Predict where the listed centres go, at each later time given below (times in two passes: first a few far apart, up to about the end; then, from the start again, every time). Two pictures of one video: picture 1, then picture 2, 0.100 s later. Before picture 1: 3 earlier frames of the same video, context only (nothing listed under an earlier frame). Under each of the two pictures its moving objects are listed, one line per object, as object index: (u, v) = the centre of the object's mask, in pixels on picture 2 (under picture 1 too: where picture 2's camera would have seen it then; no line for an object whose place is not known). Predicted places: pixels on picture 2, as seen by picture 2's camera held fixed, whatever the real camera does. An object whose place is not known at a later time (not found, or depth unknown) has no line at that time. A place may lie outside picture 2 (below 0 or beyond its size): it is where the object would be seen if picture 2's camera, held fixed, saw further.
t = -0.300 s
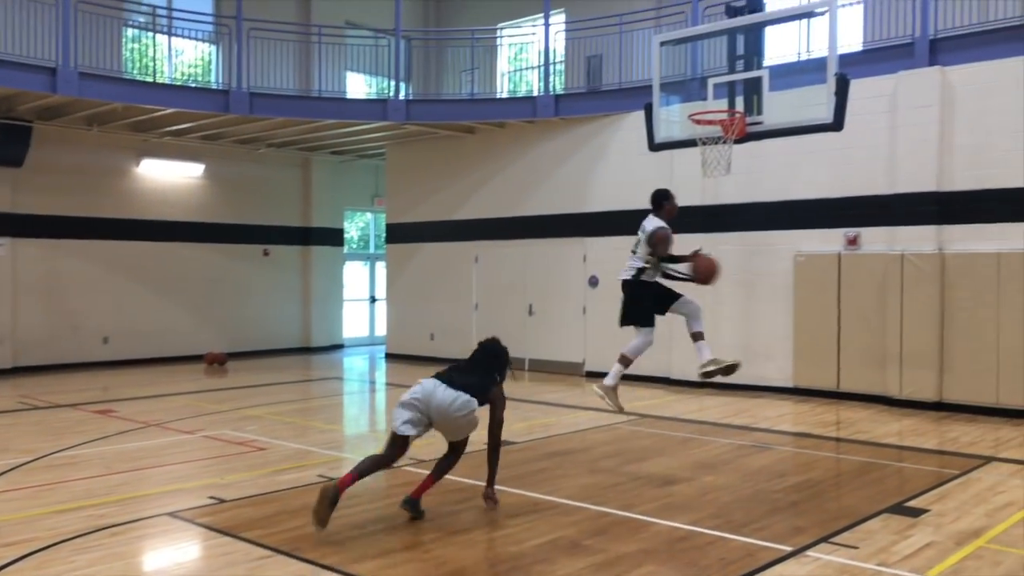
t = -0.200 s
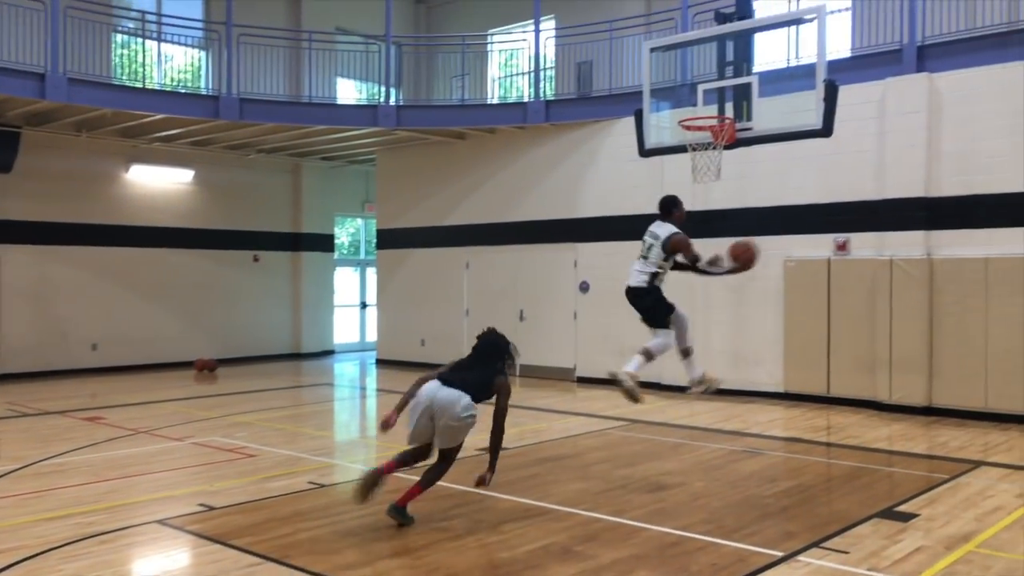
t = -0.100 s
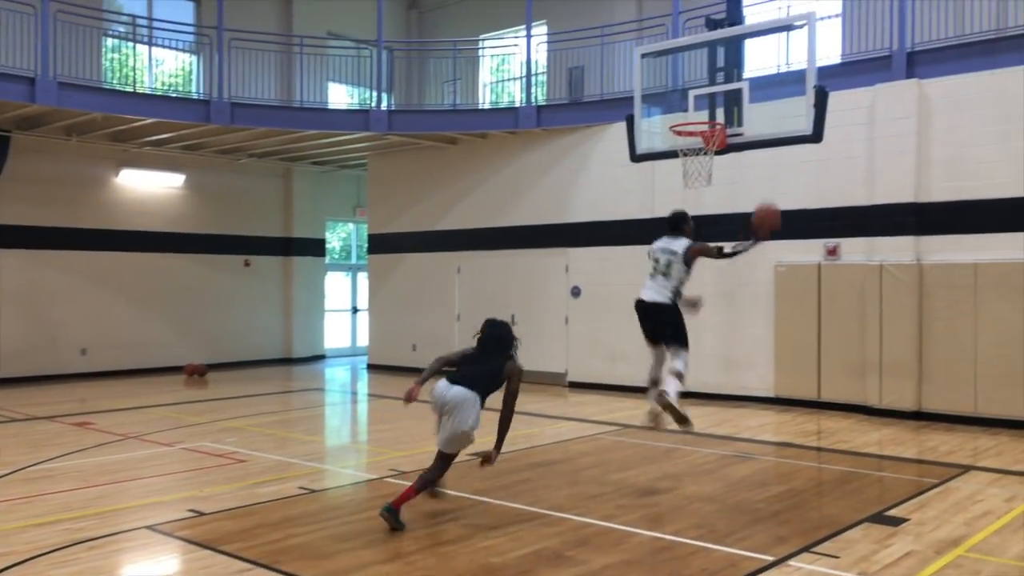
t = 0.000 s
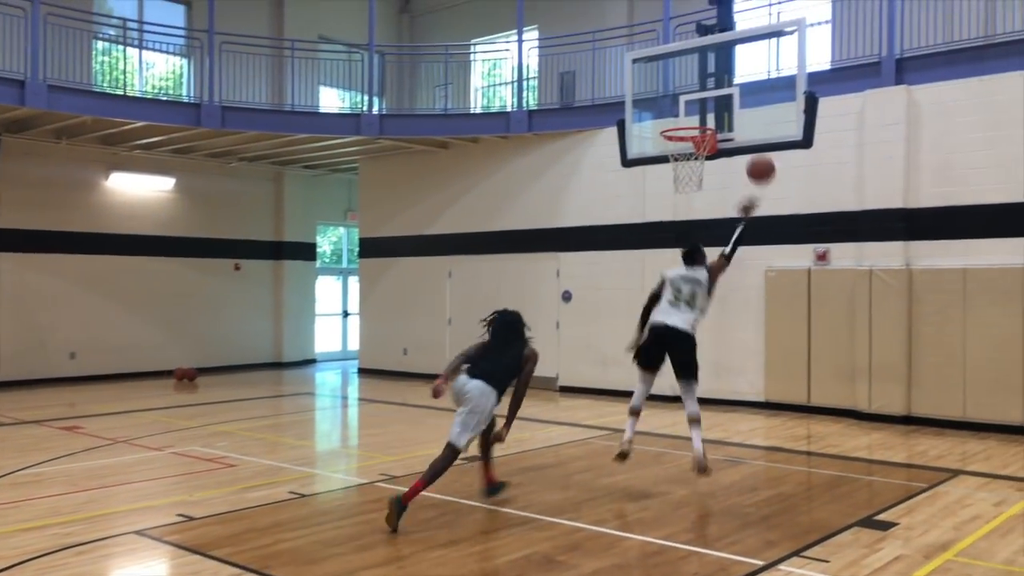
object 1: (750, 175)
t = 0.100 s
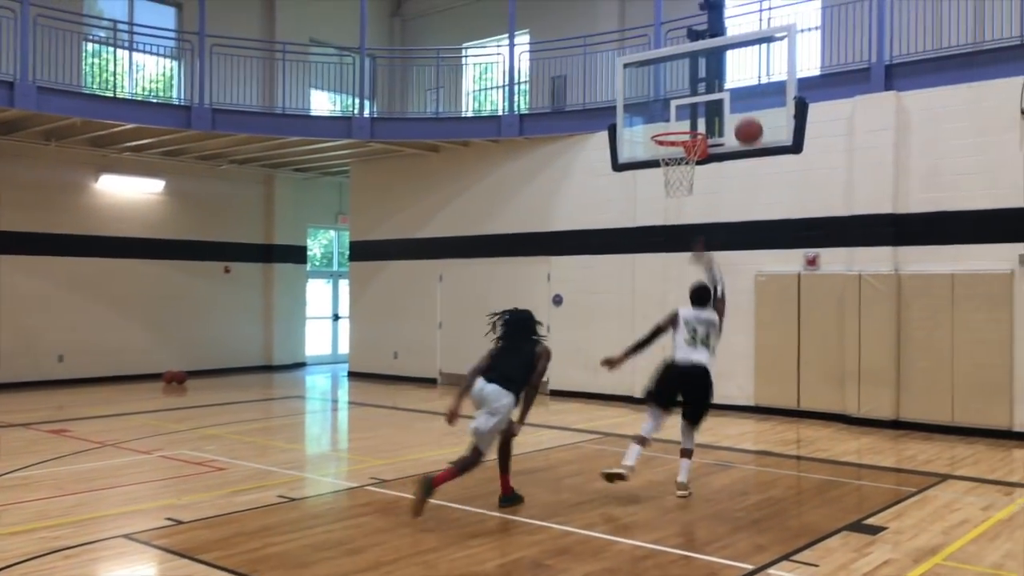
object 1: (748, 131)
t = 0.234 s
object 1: (746, 94)
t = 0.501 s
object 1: (714, 85)
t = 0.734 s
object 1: (694, 111)
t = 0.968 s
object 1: (694, 107)
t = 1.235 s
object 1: (671, 142)
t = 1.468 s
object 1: (658, 170)
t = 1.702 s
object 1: (669, 225)
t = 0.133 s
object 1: (748, 120)
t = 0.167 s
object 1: (747, 110)
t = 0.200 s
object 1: (746, 101)
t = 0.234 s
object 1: (746, 94)
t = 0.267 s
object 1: (743, 89)
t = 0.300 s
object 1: (739, 84)
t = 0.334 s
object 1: (734, 81)
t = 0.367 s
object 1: (730, 80)
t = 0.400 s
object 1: (726, 79)
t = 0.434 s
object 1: (721, 80)
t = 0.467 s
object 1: (717, 82)
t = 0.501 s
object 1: (714, 85)
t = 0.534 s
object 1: (711, 89)
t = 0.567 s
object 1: (706, 94)
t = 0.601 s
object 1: (701, 102)
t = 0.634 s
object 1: (698, 110)
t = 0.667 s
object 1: (694, 118)
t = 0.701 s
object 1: (694, 116)
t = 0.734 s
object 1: (694, 111)
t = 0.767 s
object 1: (694, 106)
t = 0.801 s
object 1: (694, 103)
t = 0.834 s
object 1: (694, 102)
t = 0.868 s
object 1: (694, 102)
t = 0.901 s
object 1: (694, 102)
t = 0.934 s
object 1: (694, 103)
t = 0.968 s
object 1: (694, 107)
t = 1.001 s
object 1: (694, 111)
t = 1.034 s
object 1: (694, 115)
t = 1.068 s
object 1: (694, 121)
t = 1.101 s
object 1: (691, 126)
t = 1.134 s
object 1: (686, 128)
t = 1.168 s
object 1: (682, 132)
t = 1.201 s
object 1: (677, 136)
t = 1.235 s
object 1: (671, 142)
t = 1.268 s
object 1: (667, 148)
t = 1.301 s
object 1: (662, 155)
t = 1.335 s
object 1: (660, 159)
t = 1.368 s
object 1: (658, 162)
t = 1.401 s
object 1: (658, 164)
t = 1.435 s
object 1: (658, 167)
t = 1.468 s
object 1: (658, 170)
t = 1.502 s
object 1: (659, 173)
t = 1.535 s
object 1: (661, 180)
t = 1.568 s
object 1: (663, 186)
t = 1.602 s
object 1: (664, 194)
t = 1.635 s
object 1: (666, 203)
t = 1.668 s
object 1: (668, 212)
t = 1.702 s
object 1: (669, 225)
